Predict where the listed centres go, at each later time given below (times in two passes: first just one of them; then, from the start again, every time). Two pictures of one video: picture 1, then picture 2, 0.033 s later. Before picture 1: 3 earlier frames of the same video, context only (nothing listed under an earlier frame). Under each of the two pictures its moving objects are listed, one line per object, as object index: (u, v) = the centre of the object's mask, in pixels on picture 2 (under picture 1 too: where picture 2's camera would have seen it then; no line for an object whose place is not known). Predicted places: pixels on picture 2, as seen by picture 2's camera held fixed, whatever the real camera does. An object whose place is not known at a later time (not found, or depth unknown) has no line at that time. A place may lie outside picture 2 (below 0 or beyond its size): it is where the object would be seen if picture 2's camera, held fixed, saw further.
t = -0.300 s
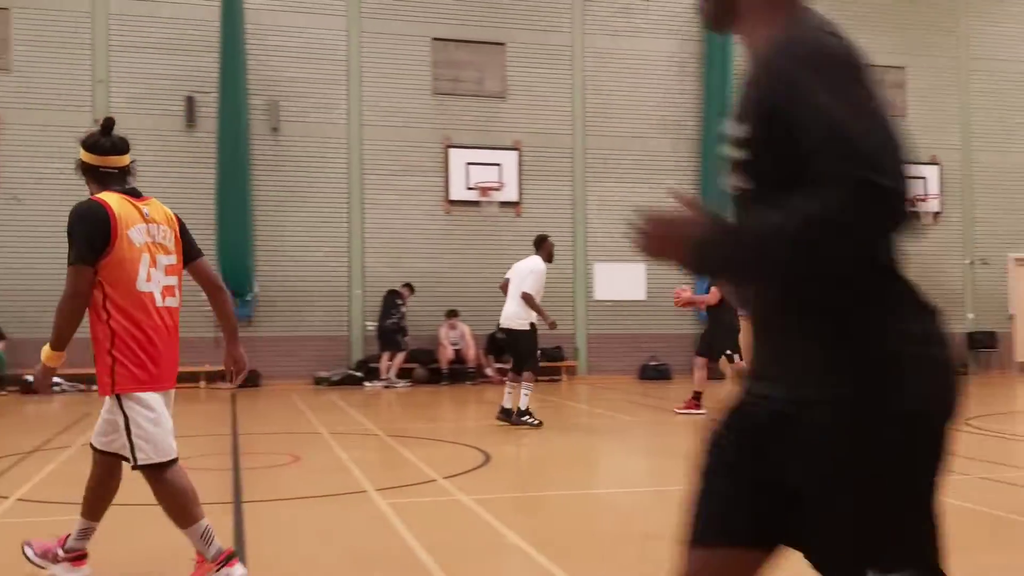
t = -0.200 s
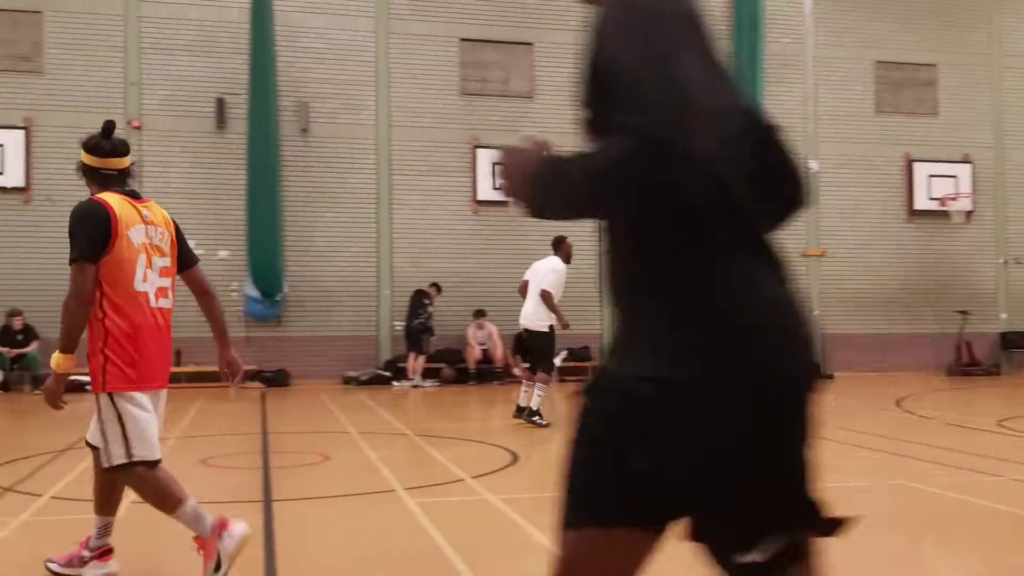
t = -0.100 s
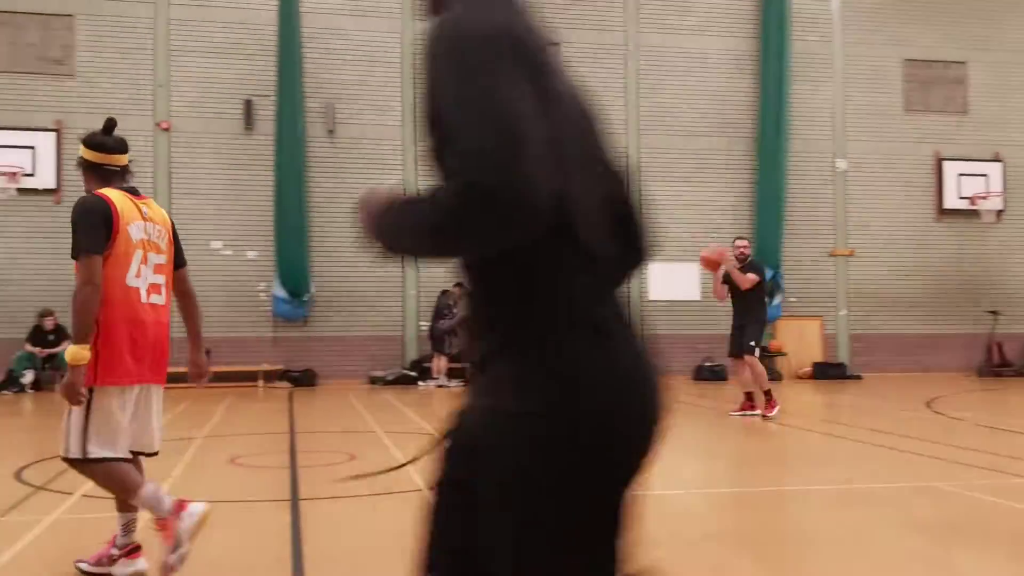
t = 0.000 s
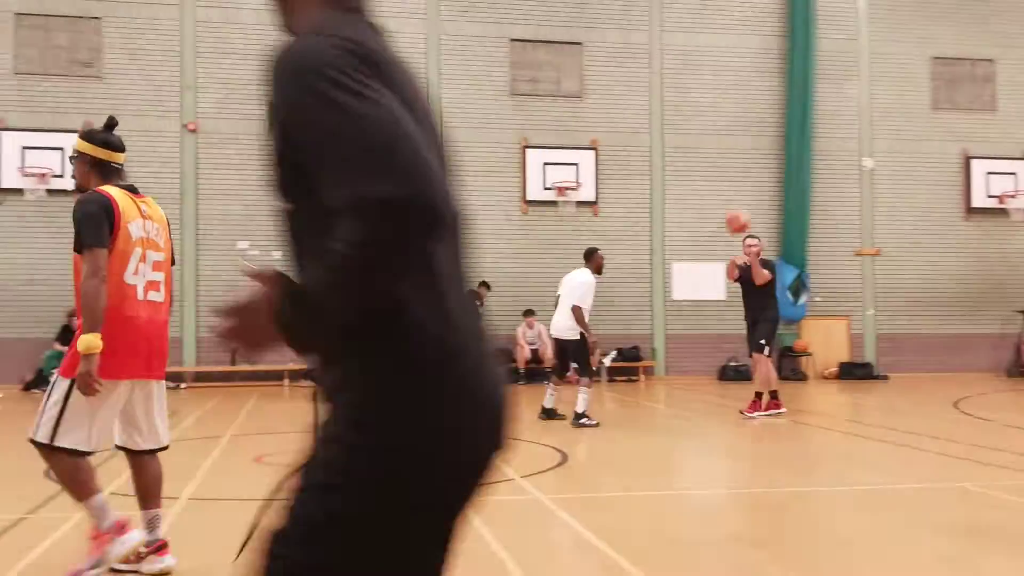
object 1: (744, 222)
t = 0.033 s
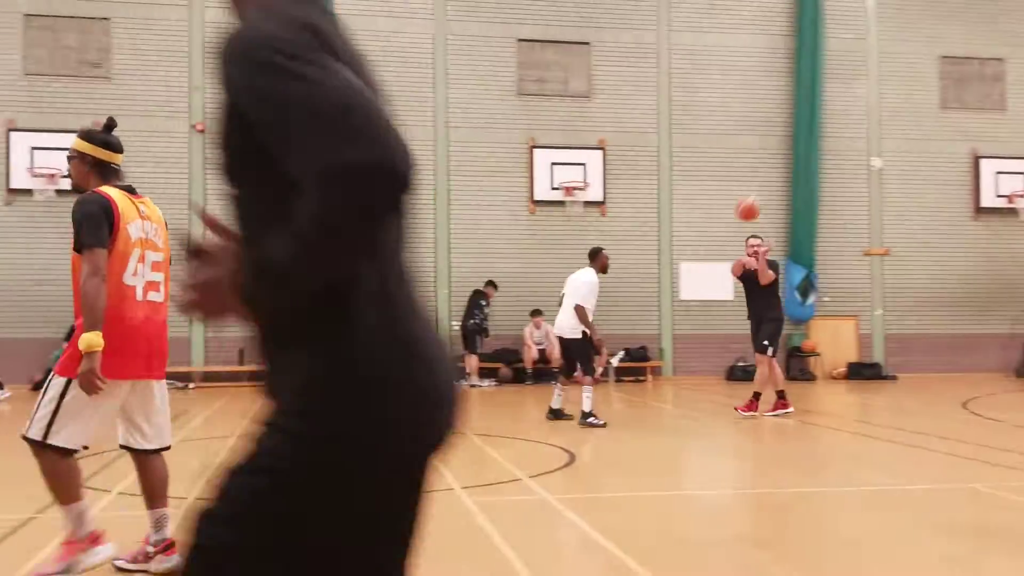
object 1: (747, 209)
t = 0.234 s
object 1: (772, 143)
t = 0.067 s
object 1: (752, 196)
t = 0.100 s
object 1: (757, 184)
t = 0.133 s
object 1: (761, 173)
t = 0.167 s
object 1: (765, 161)
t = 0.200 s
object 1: (768, 152)
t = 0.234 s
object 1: (772, 143)
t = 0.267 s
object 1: (777, 135)
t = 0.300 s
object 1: (783, 127)
